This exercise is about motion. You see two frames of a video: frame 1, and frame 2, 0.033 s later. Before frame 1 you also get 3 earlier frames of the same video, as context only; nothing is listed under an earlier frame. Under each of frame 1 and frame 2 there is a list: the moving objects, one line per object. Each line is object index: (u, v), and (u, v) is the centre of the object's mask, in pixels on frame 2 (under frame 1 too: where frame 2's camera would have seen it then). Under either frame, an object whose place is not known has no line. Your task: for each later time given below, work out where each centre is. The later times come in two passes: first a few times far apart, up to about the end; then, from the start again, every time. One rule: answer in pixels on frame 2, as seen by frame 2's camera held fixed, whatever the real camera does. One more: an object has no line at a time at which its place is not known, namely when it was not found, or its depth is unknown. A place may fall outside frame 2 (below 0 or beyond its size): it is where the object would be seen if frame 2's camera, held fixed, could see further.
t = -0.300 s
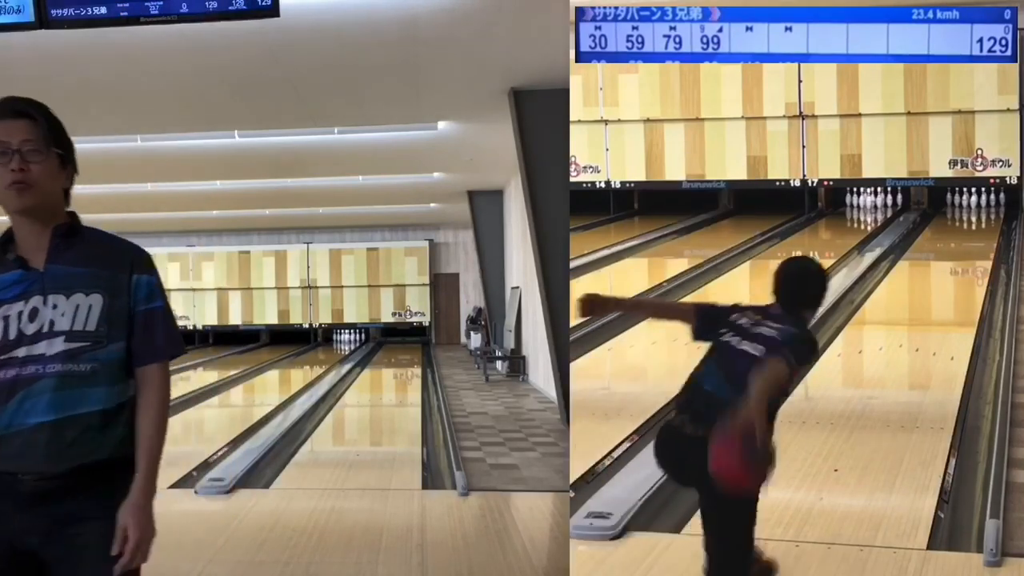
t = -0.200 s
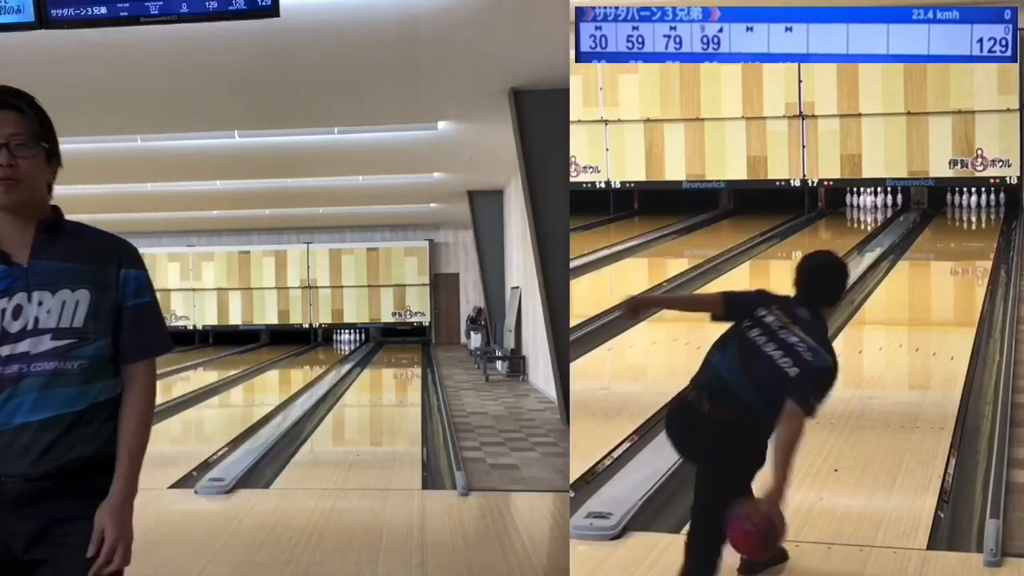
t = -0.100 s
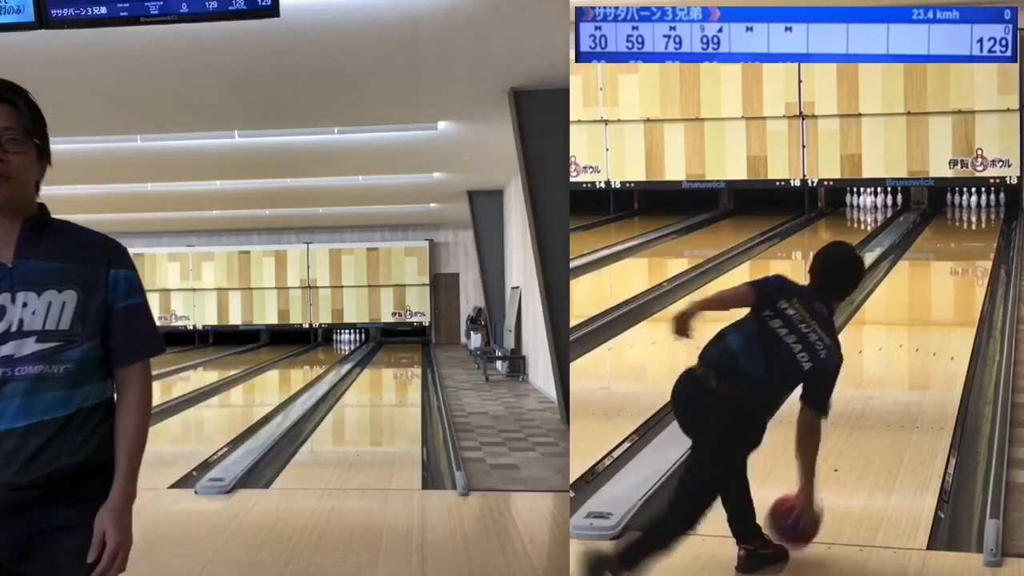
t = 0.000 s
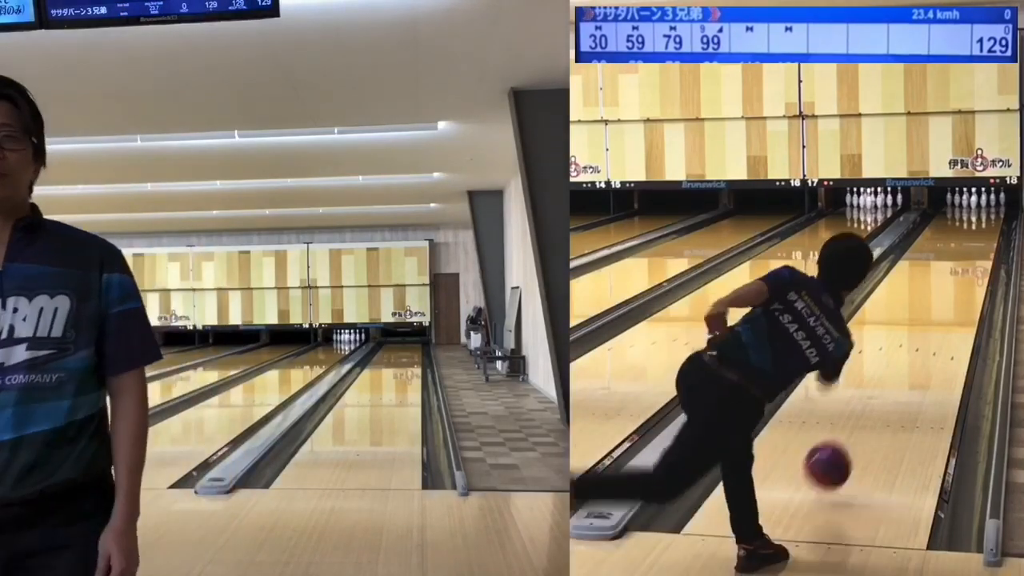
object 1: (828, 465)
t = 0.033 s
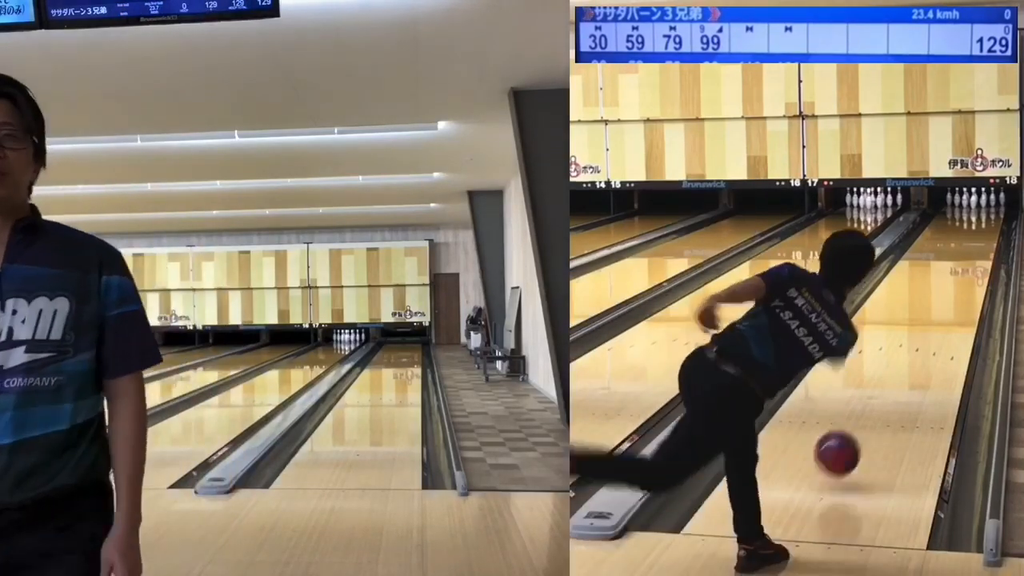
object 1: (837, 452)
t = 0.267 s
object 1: (888, 389)
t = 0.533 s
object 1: (923, 332)
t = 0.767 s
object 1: (944, 298)
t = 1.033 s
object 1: (961, 270)
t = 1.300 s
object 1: (972, 249)
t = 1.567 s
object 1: (979, 234)
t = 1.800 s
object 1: (983, 222)
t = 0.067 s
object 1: (846, 443)
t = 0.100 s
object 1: (854, 437)
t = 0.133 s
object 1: (863, 428)
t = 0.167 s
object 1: (869, 416)
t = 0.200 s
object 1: (876, 407)
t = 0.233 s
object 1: (882, 398)
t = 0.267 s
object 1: (888, 389)
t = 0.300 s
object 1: (893, 380)
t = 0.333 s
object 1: (898, 372)
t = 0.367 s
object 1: (903, 364)
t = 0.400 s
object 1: (908, 354)
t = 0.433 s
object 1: (912, 349)
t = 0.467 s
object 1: (916, 343)
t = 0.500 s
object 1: (920, 337)
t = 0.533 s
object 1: (923, 332)
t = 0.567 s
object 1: (926, 326)
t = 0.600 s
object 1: (930, 321)
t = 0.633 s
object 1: (933, 316)
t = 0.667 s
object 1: (936, 311)
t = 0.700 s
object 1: (939, 307)
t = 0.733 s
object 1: (941, 302)
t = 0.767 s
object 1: (944, 298)
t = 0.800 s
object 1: (946, 294)
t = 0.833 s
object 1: (949, 290)
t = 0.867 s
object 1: (951, 287)
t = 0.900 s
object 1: (953, 283)
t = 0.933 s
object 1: (955, 279)
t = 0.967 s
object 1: (957, 276)
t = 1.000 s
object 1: (959, 273)
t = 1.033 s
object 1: (961, 270)
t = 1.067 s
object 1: (962, 267)
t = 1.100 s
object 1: (964, 264)
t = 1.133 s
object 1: (965, 261)
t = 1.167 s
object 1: (967, 259)
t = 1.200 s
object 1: (969, 257)
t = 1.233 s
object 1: (970, 254)
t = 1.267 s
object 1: (971, 252)
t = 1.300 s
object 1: (972, 249)
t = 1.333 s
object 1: (973, 247)
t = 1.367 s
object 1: (974, 245)
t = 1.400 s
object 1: (975, 243)
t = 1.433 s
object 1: (976, 241)
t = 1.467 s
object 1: (977, 239)
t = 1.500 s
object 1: (978, 237)
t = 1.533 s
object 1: (979, 236)
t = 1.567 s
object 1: (979, 234)
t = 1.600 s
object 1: (980, 232)
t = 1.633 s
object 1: (980, 230)
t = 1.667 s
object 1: (980, 229)
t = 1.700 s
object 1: (982, 227)
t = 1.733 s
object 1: (982, 225)
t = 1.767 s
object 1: (983, 224)
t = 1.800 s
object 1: (983, 222)
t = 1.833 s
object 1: (983, 221)
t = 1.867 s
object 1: (983, 220)
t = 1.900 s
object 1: (983, 219)
